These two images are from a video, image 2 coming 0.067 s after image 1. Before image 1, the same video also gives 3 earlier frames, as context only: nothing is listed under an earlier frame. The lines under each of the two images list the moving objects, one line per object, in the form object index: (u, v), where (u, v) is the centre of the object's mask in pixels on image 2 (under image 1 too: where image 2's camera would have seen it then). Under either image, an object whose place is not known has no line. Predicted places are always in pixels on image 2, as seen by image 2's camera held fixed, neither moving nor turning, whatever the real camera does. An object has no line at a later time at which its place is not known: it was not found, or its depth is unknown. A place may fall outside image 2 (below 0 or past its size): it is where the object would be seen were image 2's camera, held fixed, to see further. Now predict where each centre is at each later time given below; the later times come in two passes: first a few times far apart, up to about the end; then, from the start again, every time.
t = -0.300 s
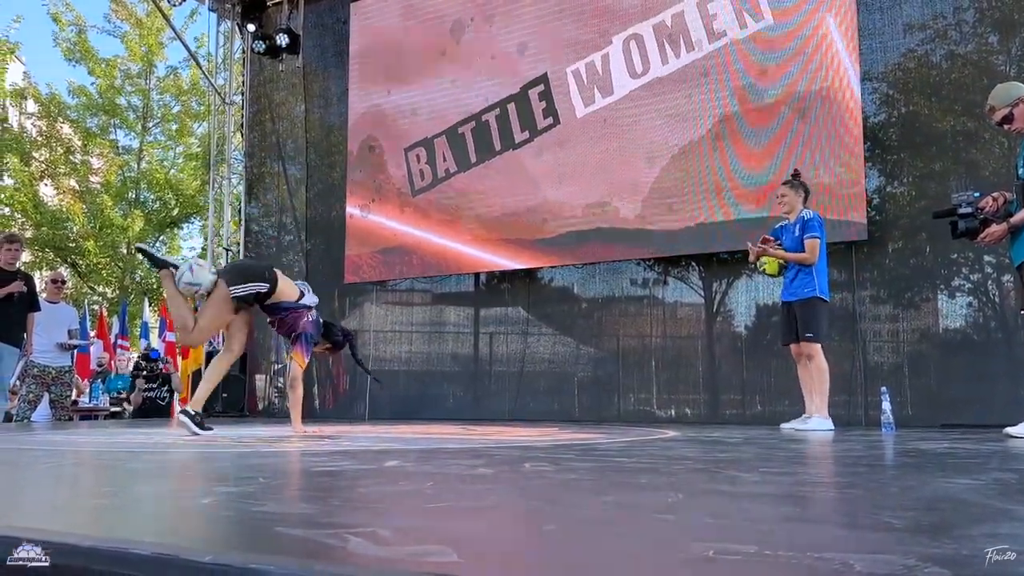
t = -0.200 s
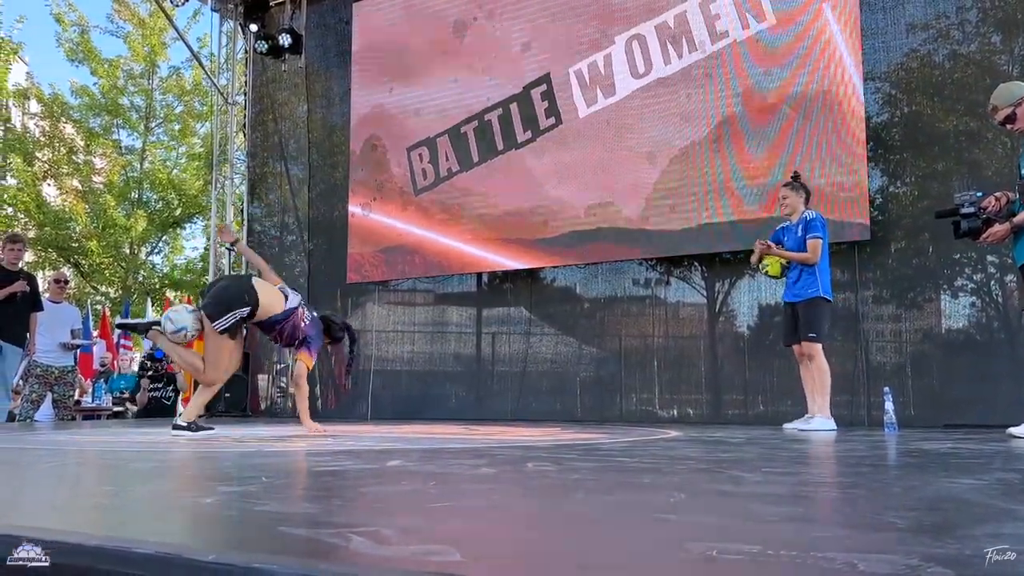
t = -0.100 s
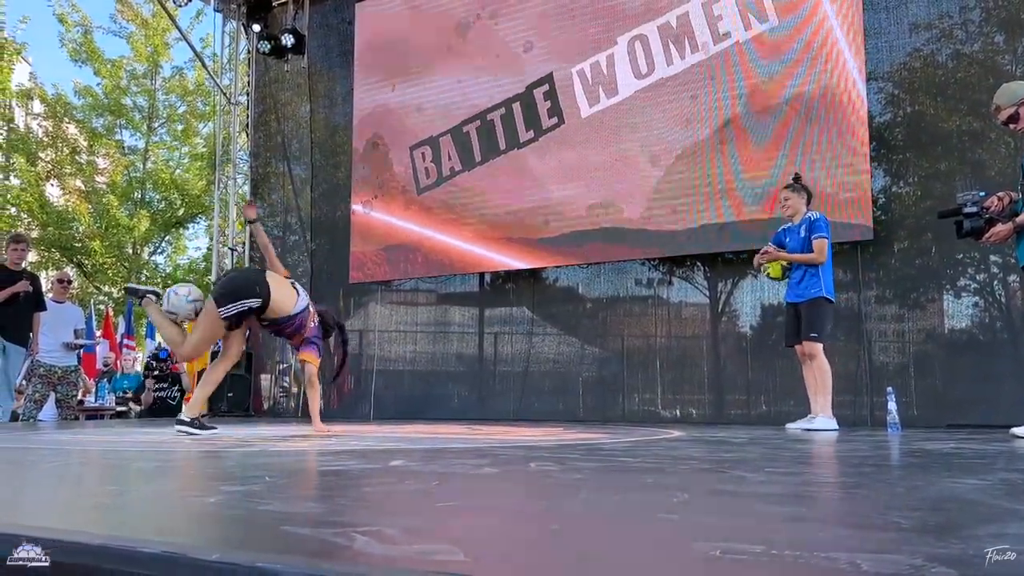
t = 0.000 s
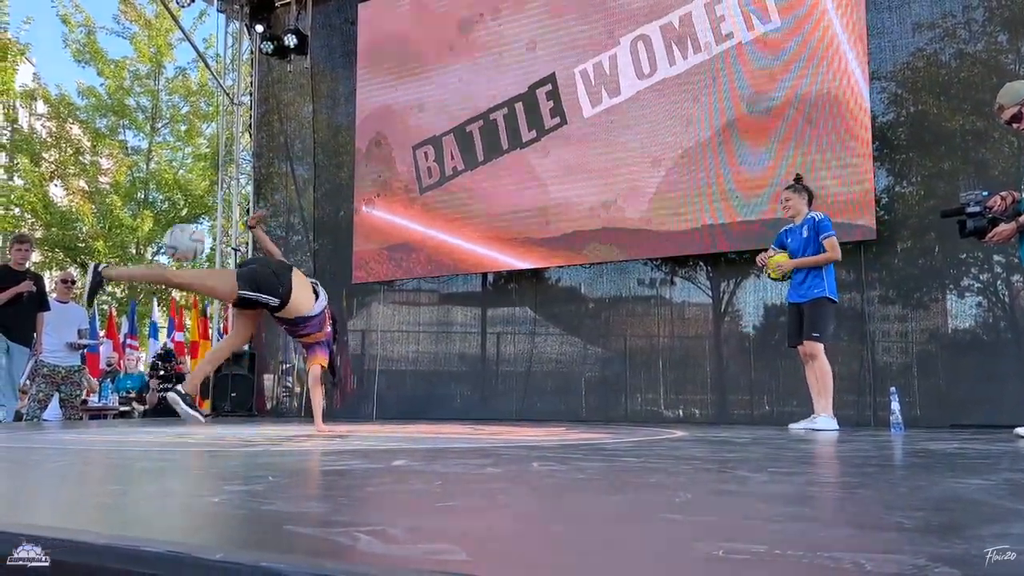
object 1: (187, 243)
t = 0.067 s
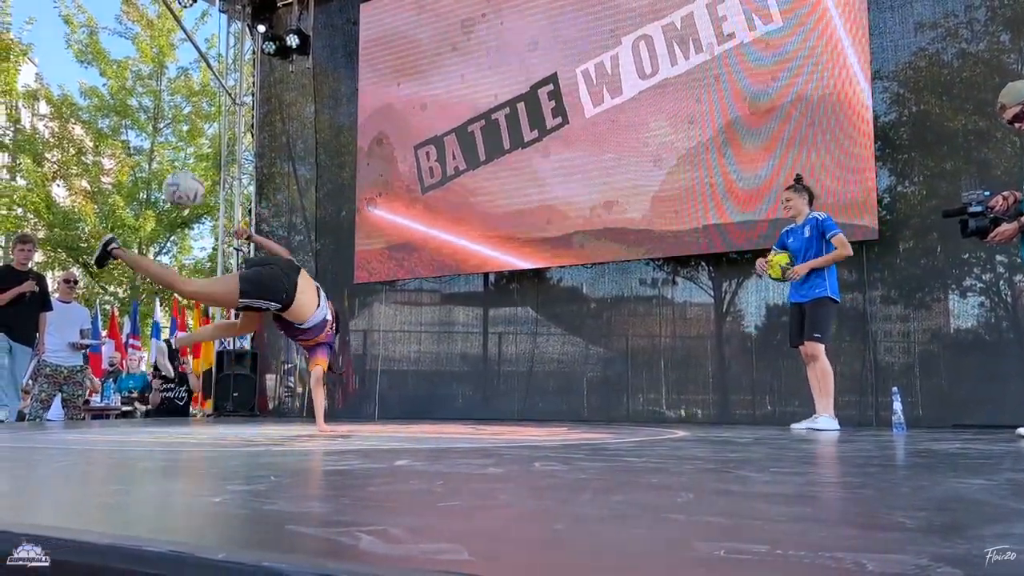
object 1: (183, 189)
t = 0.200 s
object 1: (178, 106)
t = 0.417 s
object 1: (164, 39)
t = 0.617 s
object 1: (147, 46)
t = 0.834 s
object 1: (125, 130)
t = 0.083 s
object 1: (183, 178)
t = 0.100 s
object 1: (183, 166)
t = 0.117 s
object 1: (182, 155)
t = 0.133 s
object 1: (182, 145)
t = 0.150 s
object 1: (180, 134)
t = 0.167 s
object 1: (180, 124)
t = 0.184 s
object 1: (179, 115)
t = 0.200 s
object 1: (178, 106)
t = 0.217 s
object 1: (178, 98)
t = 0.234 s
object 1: (177, 91)
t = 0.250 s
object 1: (176, 83)
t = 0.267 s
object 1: (175, 78)
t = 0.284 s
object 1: (175, 71)
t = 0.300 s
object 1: (172, 66)
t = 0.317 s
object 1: (171, 60)
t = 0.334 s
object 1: (170, 56)
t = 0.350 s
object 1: (169, 52)
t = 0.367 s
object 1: (168, 47)
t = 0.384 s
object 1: (166, 44)
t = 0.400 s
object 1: (166, 42)
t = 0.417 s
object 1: (164, 39)
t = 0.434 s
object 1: (163, 37)
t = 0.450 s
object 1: (162, 36)
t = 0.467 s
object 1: (160, 34)
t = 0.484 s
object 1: (159, 34)
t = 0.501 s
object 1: (158, 33)
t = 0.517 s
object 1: (157, 34)
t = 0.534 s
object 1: (155, 35)
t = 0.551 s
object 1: (154, 36)
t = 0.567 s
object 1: (153, 38)
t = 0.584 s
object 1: (150, 40)
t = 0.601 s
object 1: (148, 42)
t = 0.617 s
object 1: (147, 46)
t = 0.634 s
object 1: (145, 49)
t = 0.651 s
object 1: (144, 53)
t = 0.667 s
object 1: (142, 58)
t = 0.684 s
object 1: (141, 63)
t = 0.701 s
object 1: (139, 68)
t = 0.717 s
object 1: (137, 74)
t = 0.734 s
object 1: (135, 81)
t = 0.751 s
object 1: (134, 88)
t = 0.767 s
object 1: (132, 95)
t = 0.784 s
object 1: (131, 103)
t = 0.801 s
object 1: (128, 112)
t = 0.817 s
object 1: (126, 120)
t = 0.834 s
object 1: (125, 130)
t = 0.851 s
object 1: (122, 141)
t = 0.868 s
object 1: (119, 150)
